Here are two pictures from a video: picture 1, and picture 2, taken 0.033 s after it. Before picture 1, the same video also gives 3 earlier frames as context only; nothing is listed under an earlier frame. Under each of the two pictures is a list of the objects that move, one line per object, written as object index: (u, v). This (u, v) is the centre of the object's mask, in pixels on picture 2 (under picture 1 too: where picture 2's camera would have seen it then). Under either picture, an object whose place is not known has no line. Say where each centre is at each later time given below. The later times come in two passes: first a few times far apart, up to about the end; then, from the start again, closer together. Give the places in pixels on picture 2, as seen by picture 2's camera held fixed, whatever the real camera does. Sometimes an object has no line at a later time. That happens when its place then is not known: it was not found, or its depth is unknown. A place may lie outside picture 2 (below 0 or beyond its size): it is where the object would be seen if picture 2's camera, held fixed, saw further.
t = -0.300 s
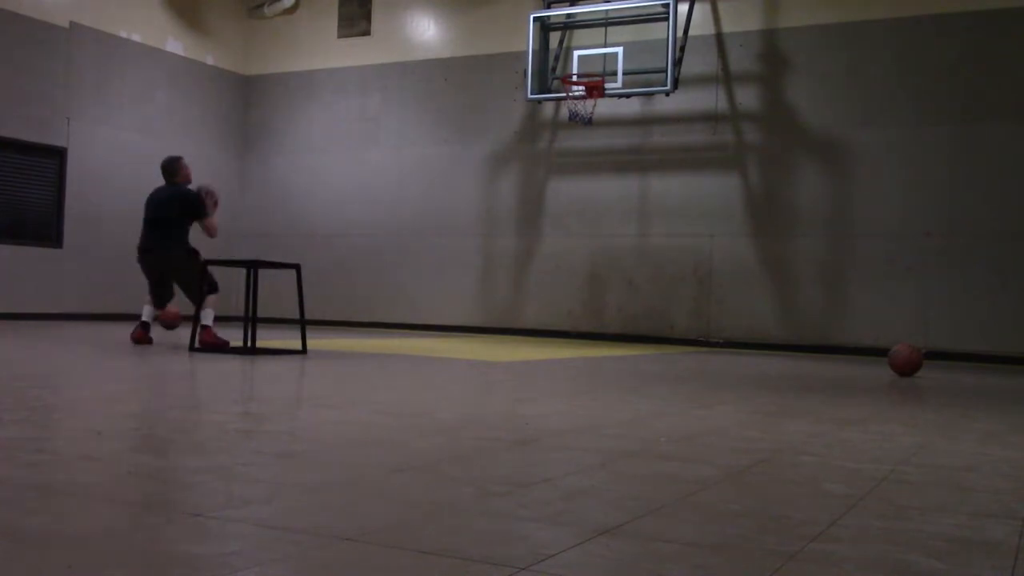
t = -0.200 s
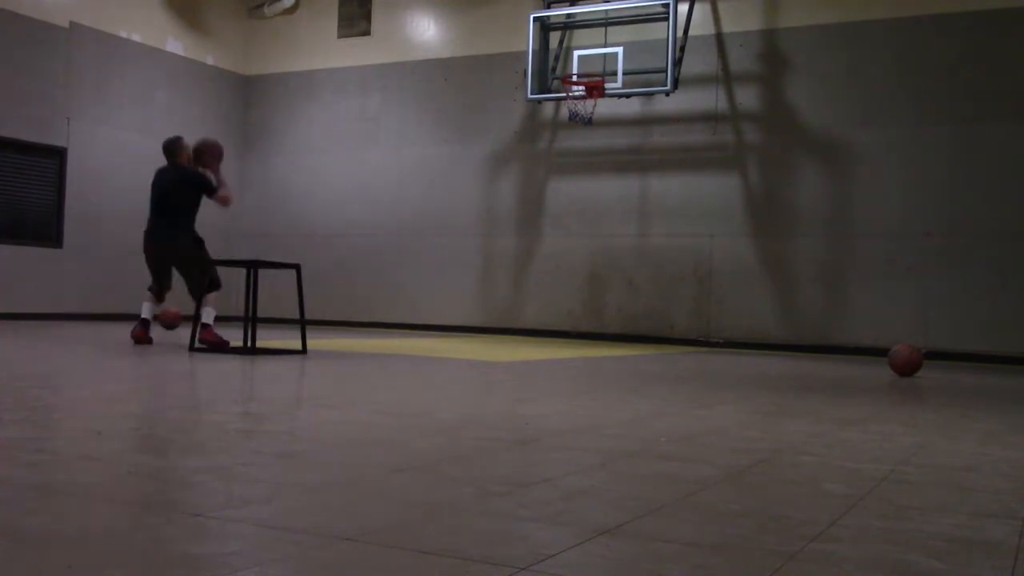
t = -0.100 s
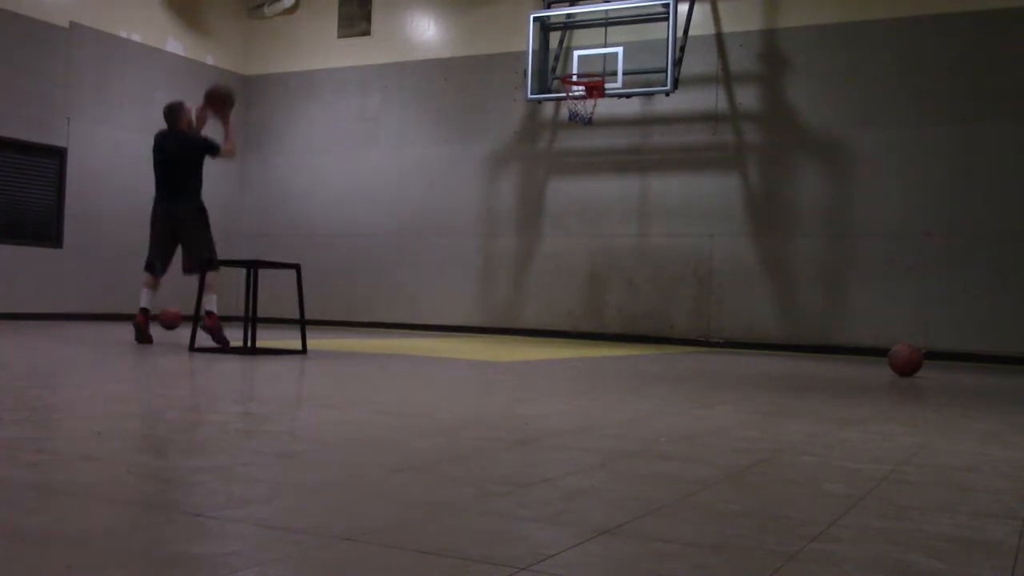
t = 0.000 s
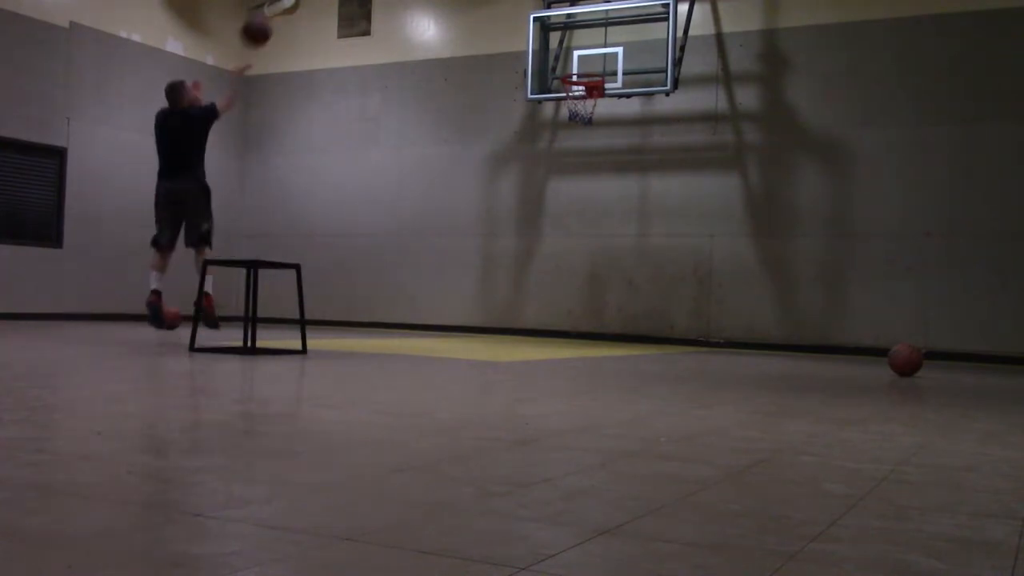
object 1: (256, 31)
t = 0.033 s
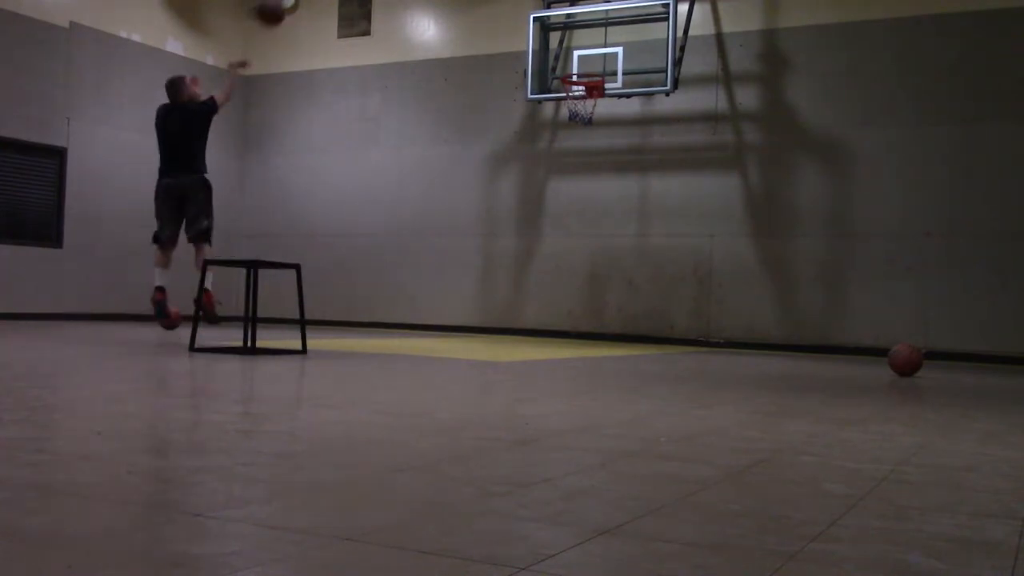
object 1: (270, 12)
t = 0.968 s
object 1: (540, 5)
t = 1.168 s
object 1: (577, 76)
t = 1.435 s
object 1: (571, 68)
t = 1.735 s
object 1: (570, 72)
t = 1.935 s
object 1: (586, 93)
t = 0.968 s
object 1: (540, 5)
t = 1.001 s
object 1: (547, 18)
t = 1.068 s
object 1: (560, 48)
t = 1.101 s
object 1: (564, 65)
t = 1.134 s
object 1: (572, 73)
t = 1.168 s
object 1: (577, 76)
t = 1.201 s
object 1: (587, 80)
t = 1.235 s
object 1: (589, 77)
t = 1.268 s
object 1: (589, 74)
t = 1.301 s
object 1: (588, 72)
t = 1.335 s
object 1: (584, 70)
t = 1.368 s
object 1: (580, 67)
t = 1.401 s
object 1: (573, 68)
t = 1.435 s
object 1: (571, 68)
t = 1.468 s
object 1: (569, 68)
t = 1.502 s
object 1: (569, 68)
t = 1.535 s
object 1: (568, 67)
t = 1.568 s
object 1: (568, 68)
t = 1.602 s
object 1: (568, 68)
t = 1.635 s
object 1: (568, 69)
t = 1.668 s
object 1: (568, 69)
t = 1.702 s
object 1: (568, 70)
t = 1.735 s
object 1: (570, 72)
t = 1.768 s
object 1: (571, 74)
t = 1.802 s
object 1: (572, 75)
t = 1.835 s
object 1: (574, 79)
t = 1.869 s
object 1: (577, 82)
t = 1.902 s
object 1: (581, 87)
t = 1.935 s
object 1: (586, 93)
